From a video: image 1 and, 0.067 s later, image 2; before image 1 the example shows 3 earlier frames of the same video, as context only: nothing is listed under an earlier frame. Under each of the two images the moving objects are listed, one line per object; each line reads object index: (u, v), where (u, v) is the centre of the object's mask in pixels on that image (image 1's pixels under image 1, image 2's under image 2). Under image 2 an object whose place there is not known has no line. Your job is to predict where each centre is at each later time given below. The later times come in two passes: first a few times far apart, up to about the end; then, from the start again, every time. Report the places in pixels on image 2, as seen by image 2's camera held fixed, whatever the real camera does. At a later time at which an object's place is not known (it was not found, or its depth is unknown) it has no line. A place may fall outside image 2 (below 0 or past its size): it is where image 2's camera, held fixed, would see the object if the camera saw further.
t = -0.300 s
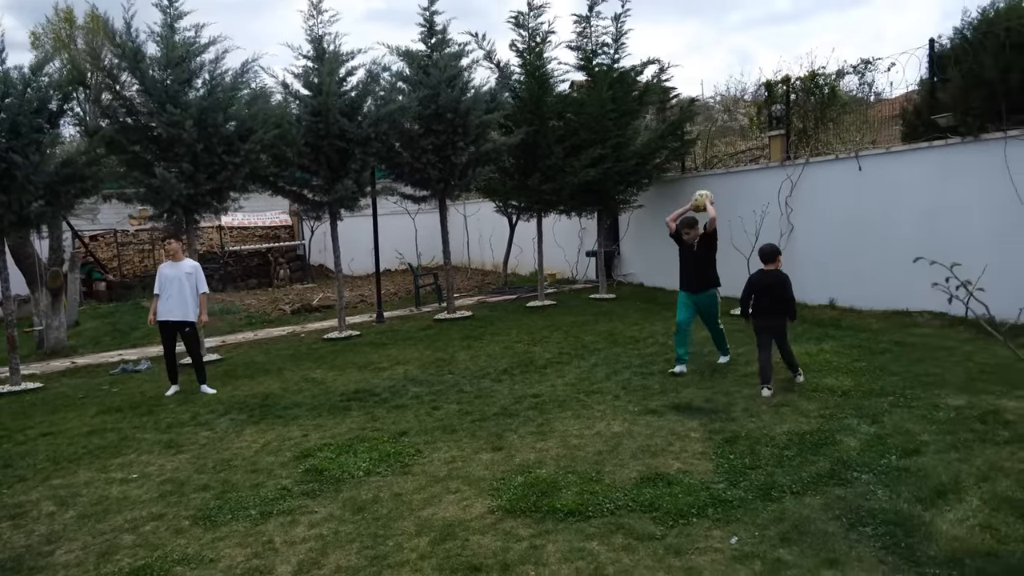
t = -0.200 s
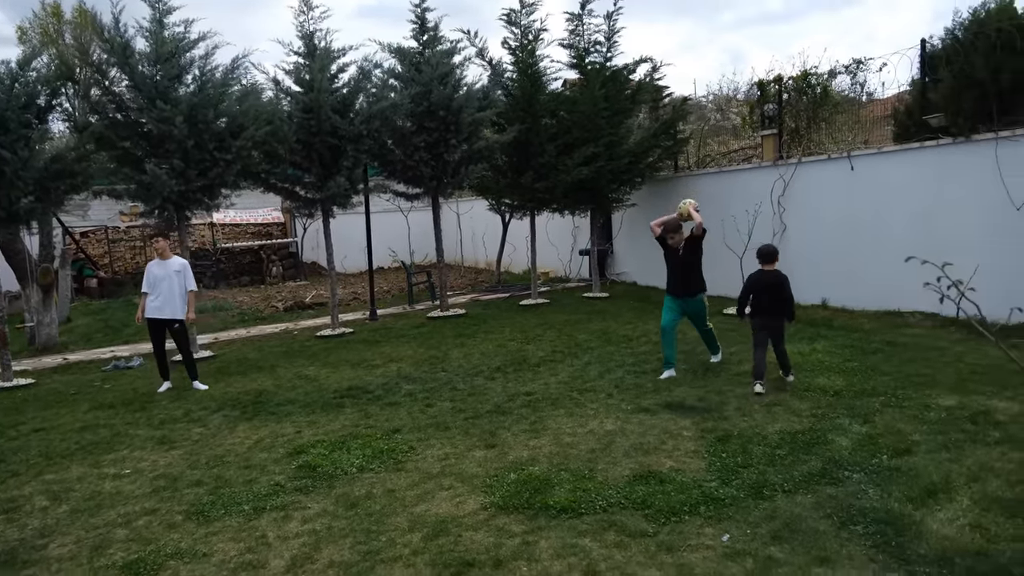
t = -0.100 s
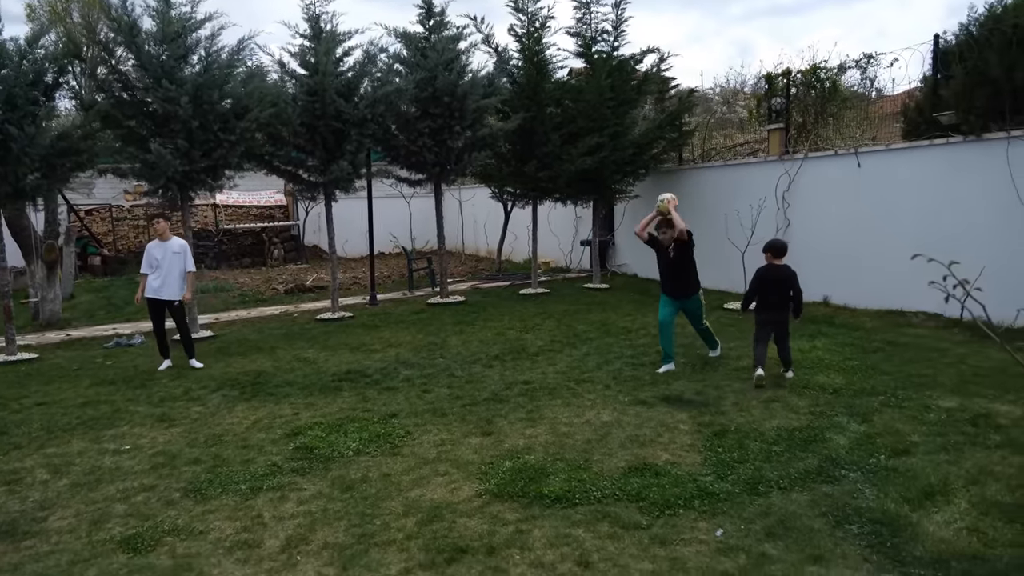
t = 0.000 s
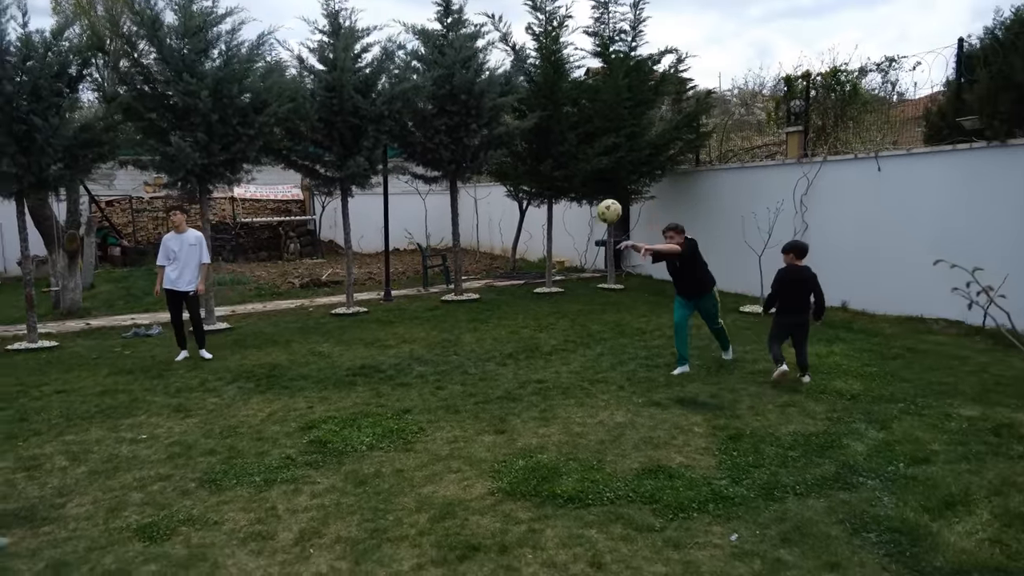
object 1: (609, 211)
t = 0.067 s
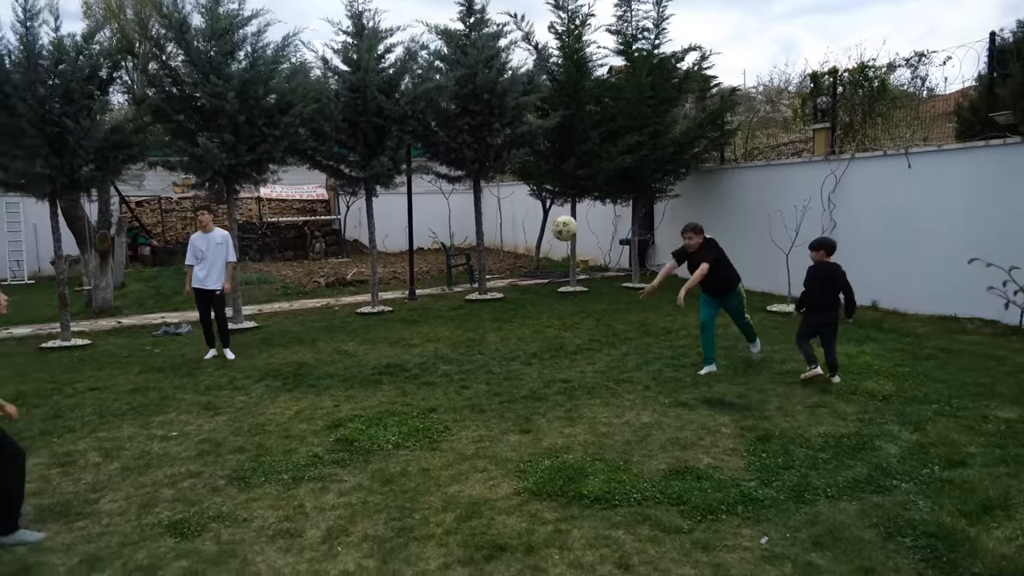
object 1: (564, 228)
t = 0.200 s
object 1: (403, 288)
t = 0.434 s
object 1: (21, 474)
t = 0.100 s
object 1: (528, 240)
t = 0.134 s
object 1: (488, 254)
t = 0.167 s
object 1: (446, 270)
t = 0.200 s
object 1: (403, 288)
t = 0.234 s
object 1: (355, 309)
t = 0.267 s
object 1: (305, 333)
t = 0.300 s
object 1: (252, 358)
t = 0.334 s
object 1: (195, 387)
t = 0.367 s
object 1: (136, 420)
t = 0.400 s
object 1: (73, 455)
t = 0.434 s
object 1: (21, 474)
